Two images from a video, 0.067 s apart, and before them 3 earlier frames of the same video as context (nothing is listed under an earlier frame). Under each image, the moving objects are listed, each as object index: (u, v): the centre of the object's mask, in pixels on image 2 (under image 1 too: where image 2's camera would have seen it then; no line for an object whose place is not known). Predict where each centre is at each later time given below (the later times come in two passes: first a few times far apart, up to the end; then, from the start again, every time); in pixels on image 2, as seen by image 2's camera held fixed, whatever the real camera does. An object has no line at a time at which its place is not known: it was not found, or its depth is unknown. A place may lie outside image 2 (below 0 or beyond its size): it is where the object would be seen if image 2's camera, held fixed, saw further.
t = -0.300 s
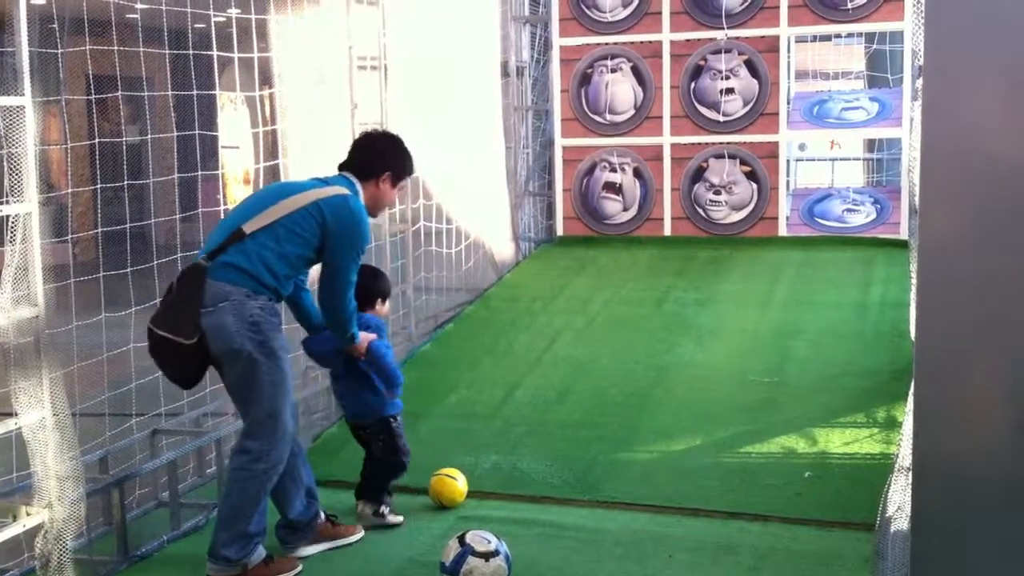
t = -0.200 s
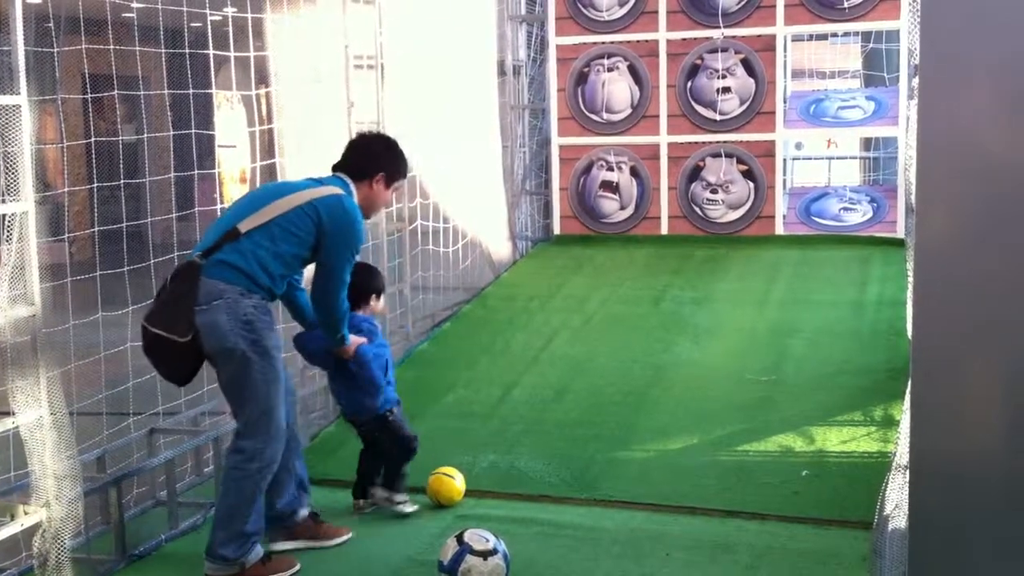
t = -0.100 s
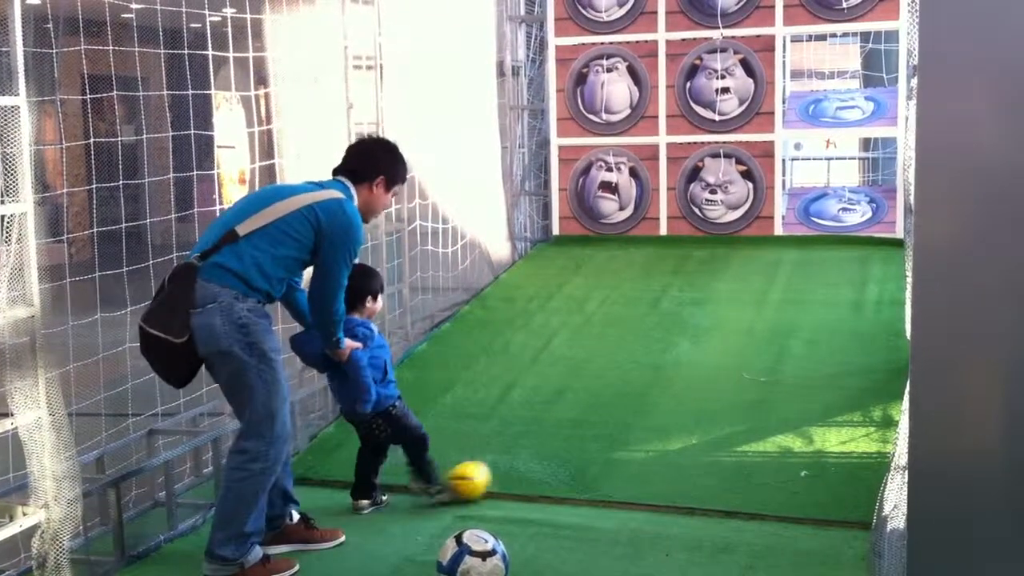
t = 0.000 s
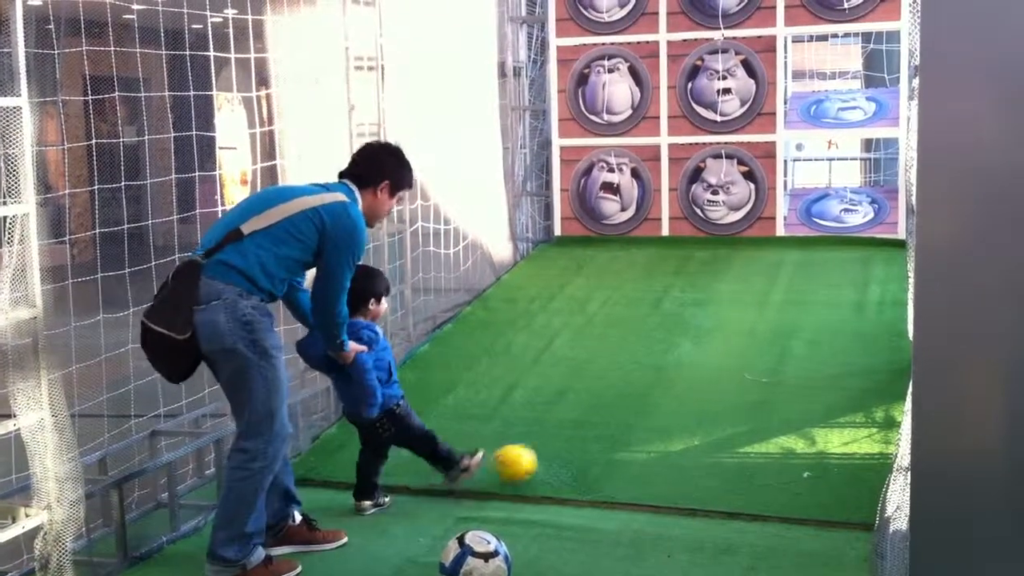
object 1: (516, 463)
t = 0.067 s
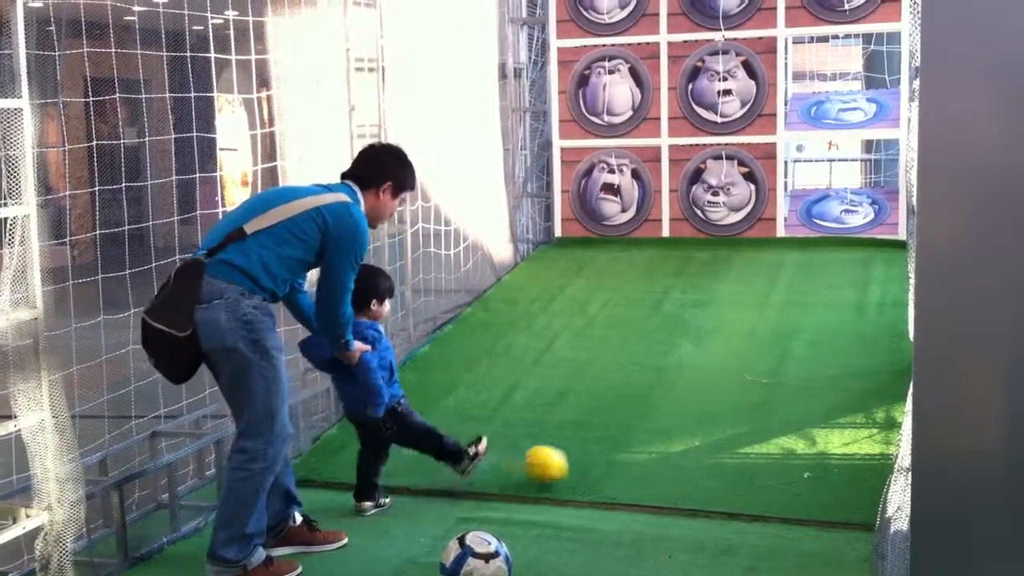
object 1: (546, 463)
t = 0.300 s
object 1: (604, 464)
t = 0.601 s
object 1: (677, 470)
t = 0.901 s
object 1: (738, 485)
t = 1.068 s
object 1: (772, 501)
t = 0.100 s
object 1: (557, 464)
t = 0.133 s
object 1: (564, 462)
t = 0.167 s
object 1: (572, 462)
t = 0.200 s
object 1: (579, 464)
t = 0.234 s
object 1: (588, 463)
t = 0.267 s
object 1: (595, 463)
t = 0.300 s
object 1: (604, 464)
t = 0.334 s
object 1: (612, 464)
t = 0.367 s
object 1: (621, 464)
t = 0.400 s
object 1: (629, 465)
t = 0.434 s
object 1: (637, 465)
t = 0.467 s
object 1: (645, 466)
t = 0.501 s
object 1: (652, 466)
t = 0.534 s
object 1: (661, 468)
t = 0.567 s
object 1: (669, 468)
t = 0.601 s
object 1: (677, 470)
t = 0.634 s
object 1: (683, 471)
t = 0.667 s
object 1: (690, 472)
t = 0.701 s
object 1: (698, 474)
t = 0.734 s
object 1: (704, 474)
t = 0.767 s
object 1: (711, 477)
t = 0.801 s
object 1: (717, 478)
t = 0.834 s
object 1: (724, 480)
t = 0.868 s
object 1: (732, 482)
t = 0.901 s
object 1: (738, 485)
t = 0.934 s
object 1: (746, 487)
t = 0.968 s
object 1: (752, 490)
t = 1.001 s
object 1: (758, 493)
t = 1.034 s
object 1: (765, 495)
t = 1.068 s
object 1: (772, 501)
